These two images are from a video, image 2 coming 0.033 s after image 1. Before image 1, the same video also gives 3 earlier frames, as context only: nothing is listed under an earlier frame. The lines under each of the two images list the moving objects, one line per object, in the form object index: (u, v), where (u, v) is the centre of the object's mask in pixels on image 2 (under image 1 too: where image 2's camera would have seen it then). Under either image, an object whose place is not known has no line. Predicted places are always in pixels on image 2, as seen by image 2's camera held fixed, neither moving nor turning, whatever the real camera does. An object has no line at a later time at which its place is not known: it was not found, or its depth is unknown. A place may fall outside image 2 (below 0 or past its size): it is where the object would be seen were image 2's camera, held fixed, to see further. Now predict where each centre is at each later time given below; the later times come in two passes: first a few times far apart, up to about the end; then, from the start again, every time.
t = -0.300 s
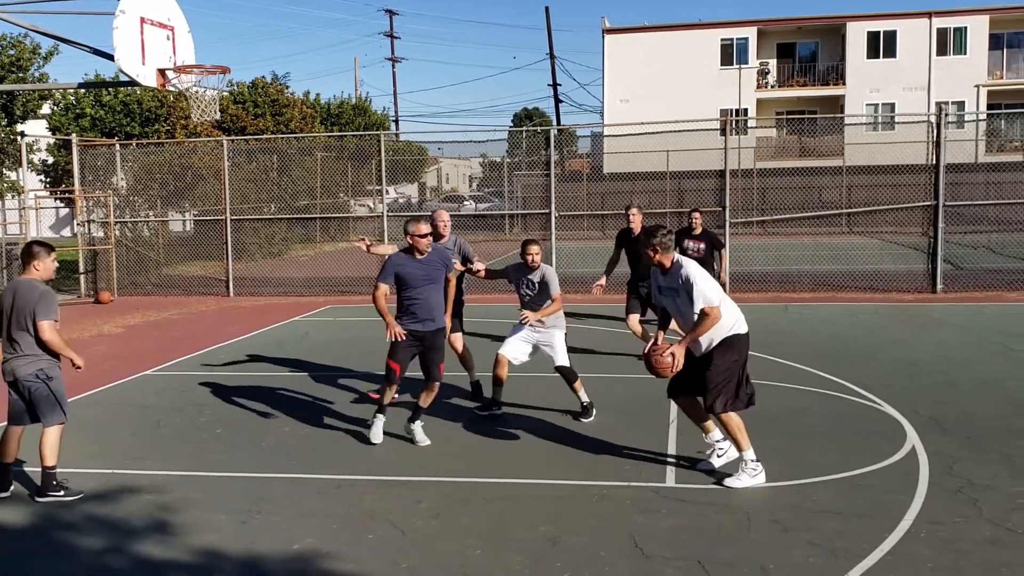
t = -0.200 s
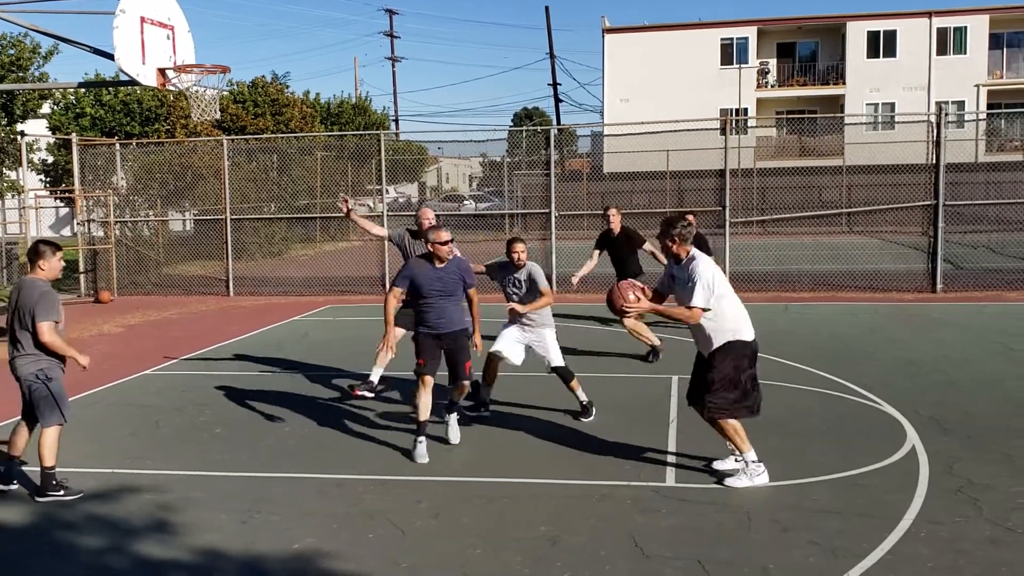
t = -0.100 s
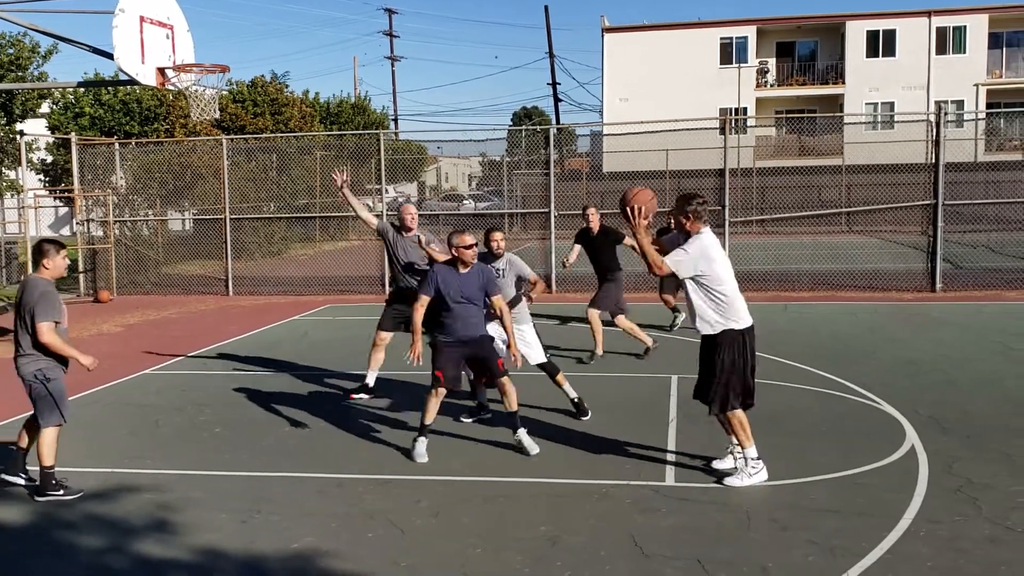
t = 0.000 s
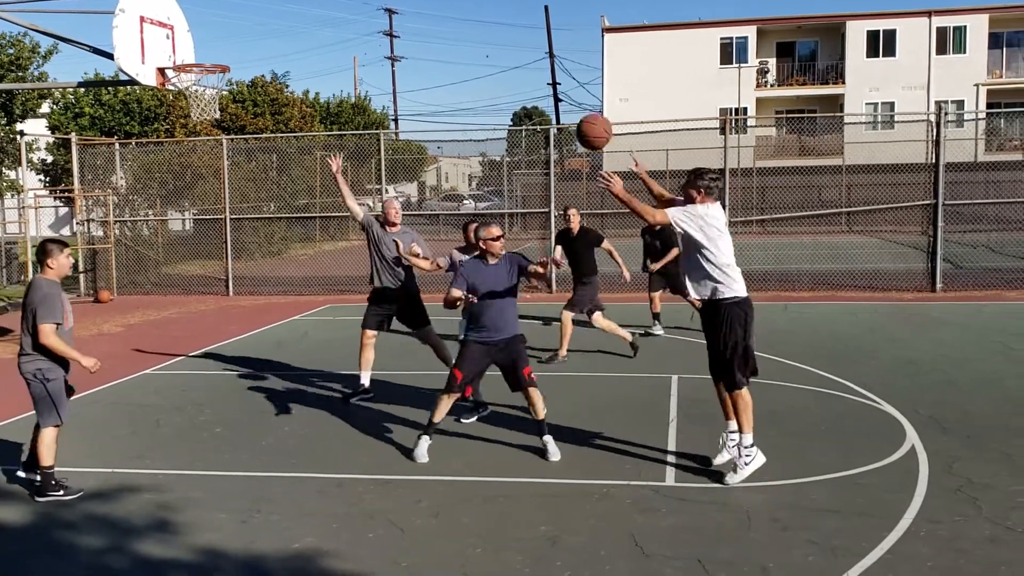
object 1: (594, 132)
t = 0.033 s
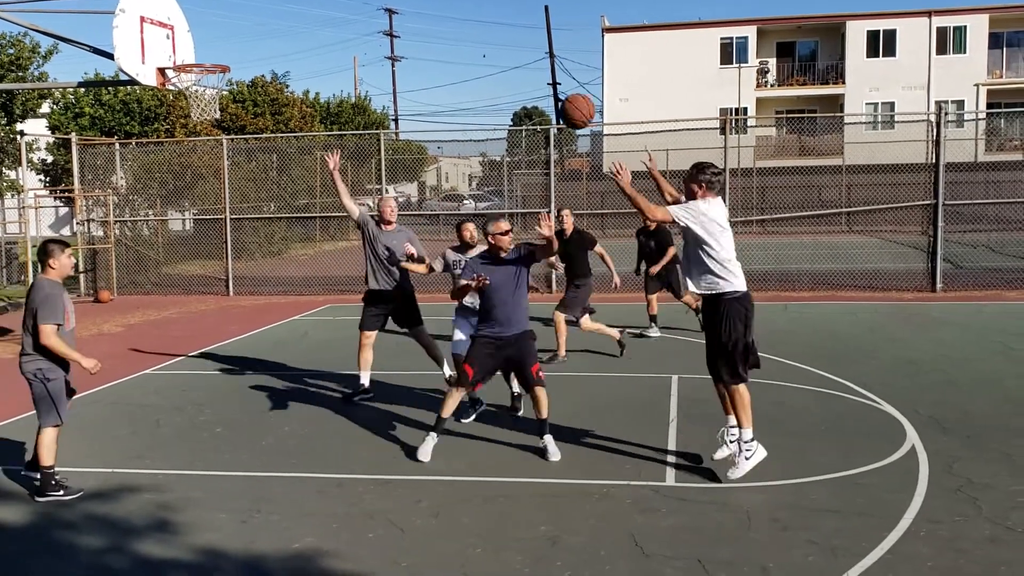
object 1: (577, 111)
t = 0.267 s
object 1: (473, 23)
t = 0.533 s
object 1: (378, 22)
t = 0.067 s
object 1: (561, 93)
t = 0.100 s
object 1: (545, 76)
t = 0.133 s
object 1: (529, 62)
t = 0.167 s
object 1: (515, 49)
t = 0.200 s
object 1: (500, 38)
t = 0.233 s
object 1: (486, 30)
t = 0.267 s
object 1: (473, 23)
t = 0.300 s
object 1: (460, 17)
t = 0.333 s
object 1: (447, 14)
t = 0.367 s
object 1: (434, 13)
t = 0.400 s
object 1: (422, 12)
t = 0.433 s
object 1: (411, 13)
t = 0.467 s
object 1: (399, 14)
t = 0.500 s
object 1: (388, 18)
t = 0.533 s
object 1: (378, 22)
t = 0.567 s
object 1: (368, 28)
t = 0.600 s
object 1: (358, 35)
